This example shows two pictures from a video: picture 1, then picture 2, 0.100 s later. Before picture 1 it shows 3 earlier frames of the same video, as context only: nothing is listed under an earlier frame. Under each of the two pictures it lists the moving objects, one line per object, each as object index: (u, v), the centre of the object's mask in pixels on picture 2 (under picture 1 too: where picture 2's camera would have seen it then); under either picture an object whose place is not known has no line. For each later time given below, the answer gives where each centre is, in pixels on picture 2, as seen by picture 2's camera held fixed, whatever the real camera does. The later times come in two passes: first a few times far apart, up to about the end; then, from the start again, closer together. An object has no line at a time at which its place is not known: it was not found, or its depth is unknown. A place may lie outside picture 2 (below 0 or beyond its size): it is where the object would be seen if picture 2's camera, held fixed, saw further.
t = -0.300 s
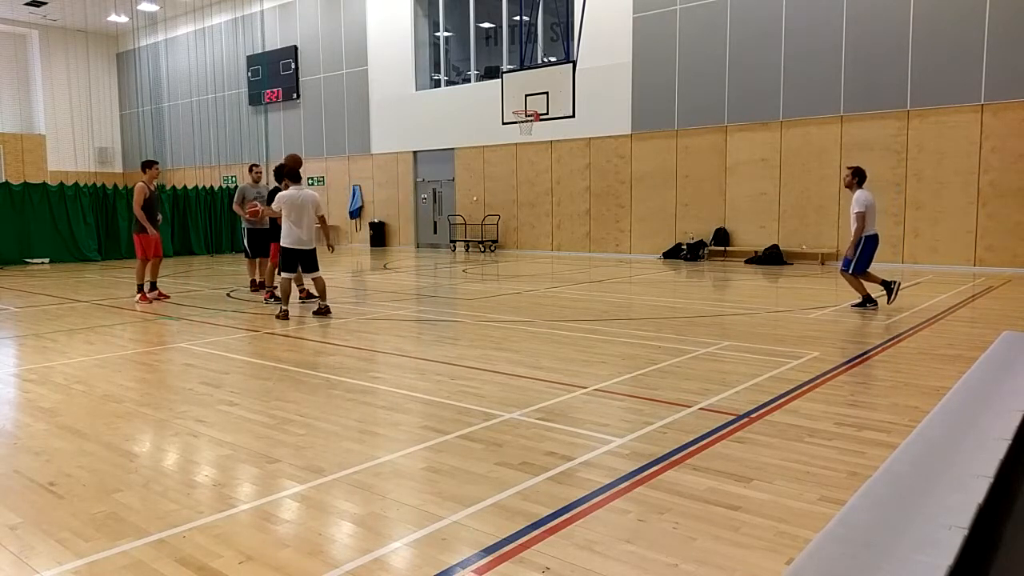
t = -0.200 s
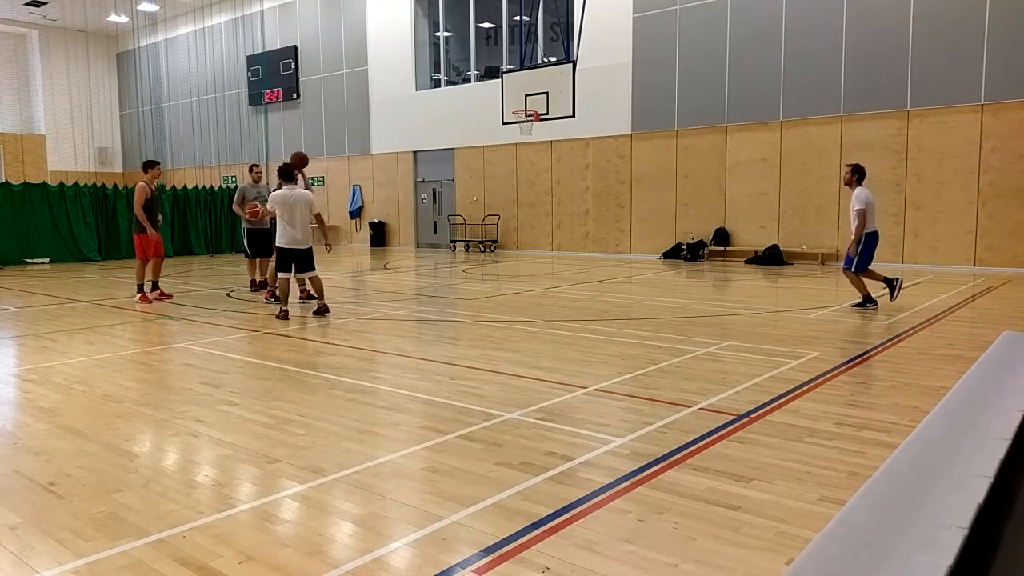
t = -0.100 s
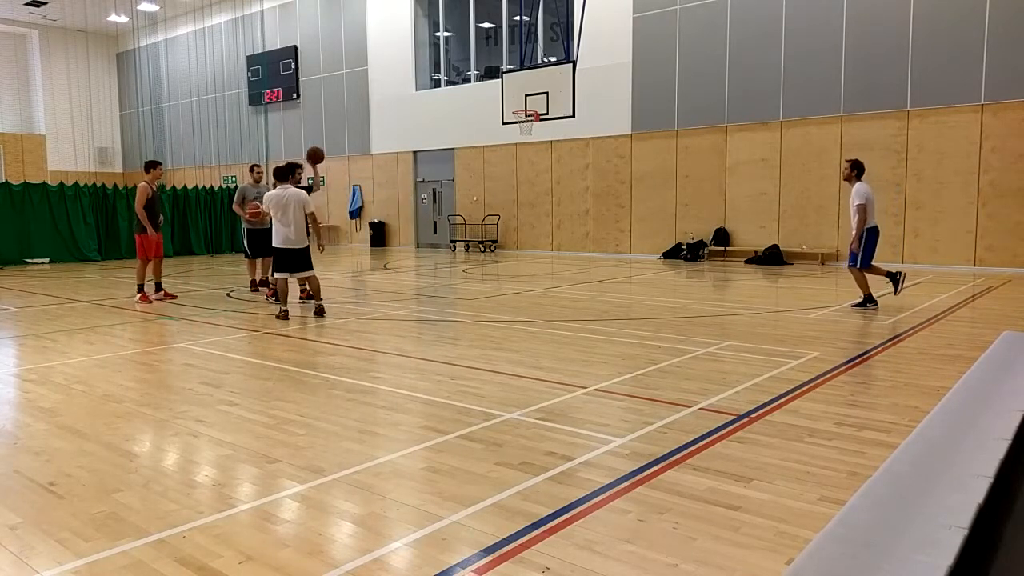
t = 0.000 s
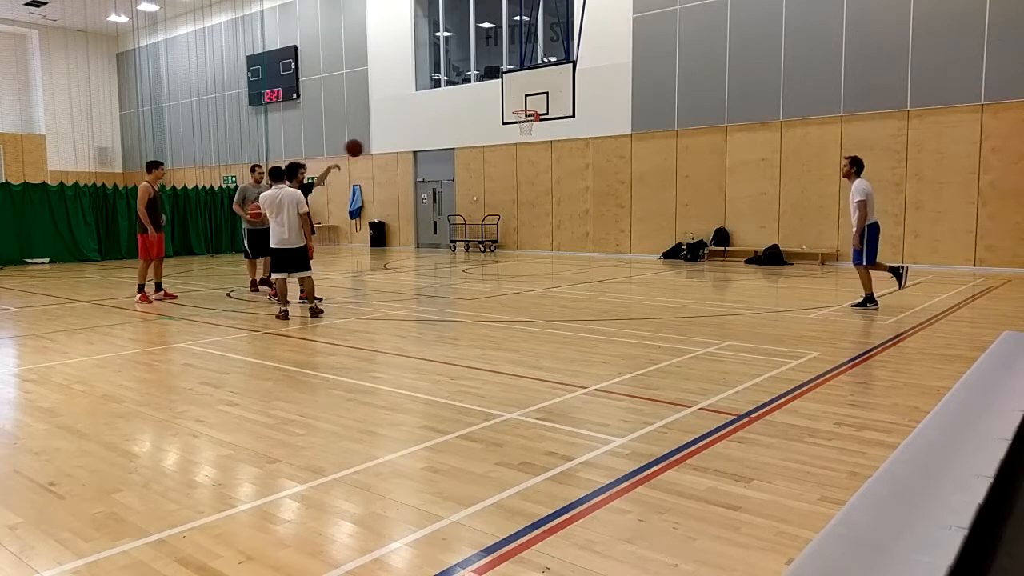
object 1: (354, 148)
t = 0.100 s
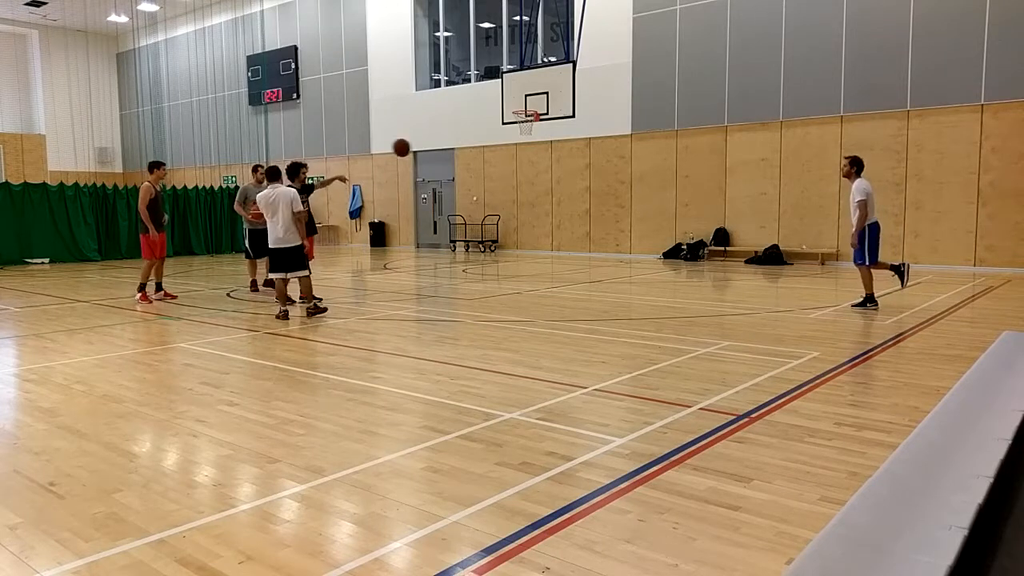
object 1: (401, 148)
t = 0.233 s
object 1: (466, 159)
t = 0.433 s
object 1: (564, 202)
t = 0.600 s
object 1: (647, 263)
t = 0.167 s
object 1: (433, 152)
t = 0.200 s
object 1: (449, 155)
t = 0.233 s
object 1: (466, 159)
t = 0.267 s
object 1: (482, 164)
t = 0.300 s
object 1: (498, 170)
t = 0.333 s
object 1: (515, 176)
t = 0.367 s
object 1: (531, 184)
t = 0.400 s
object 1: (547, 193)
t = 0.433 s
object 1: (564, 202)
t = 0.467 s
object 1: (580, 213)
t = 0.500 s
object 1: (597, 224)
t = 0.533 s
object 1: (614, 236)
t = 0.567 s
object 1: (630, 249)
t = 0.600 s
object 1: (647, 263)
